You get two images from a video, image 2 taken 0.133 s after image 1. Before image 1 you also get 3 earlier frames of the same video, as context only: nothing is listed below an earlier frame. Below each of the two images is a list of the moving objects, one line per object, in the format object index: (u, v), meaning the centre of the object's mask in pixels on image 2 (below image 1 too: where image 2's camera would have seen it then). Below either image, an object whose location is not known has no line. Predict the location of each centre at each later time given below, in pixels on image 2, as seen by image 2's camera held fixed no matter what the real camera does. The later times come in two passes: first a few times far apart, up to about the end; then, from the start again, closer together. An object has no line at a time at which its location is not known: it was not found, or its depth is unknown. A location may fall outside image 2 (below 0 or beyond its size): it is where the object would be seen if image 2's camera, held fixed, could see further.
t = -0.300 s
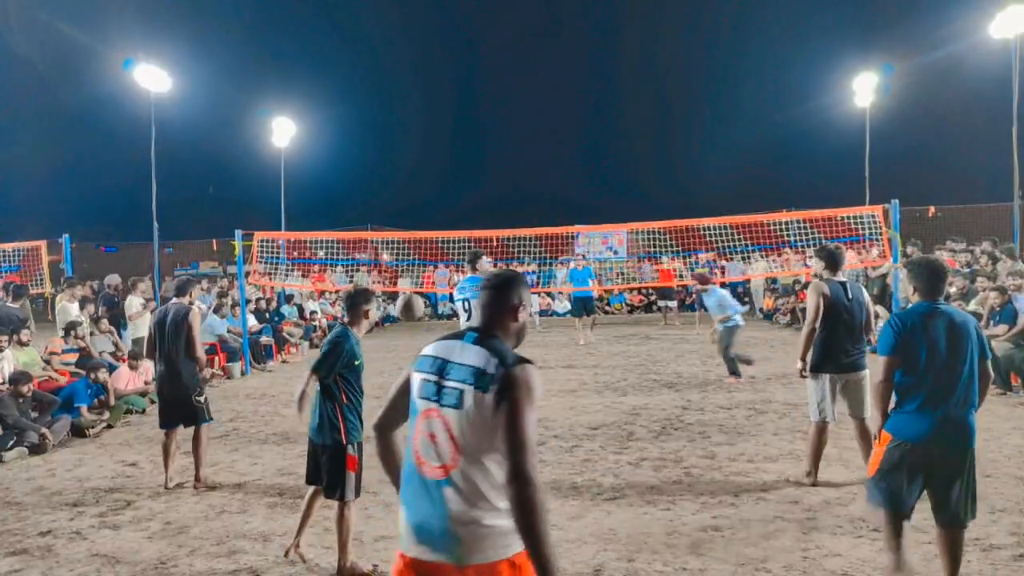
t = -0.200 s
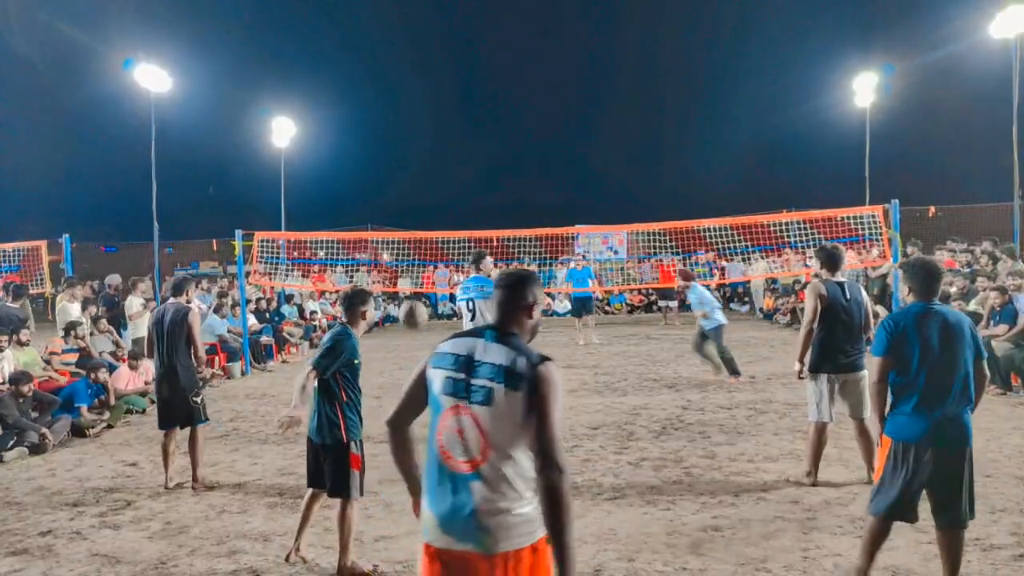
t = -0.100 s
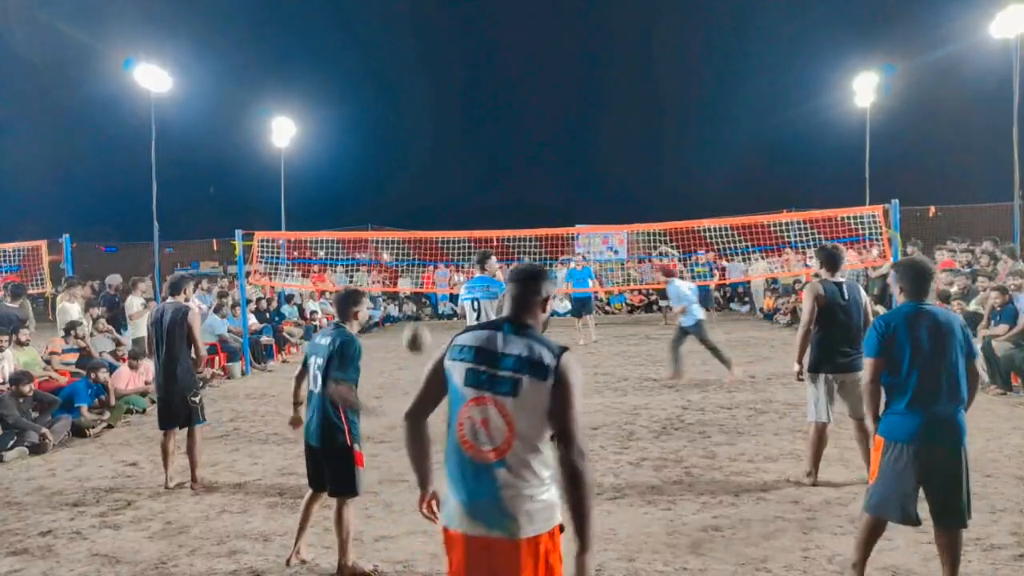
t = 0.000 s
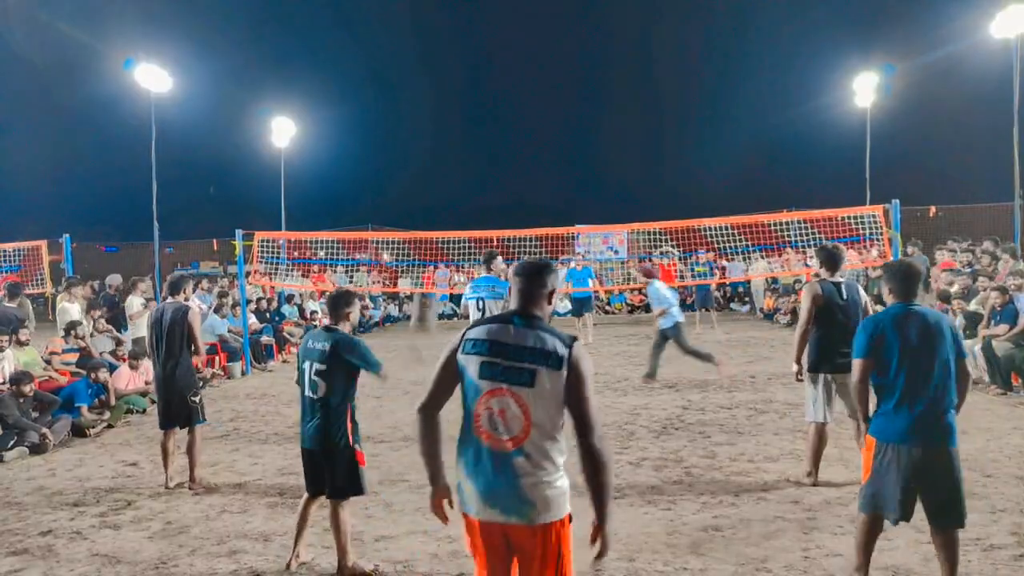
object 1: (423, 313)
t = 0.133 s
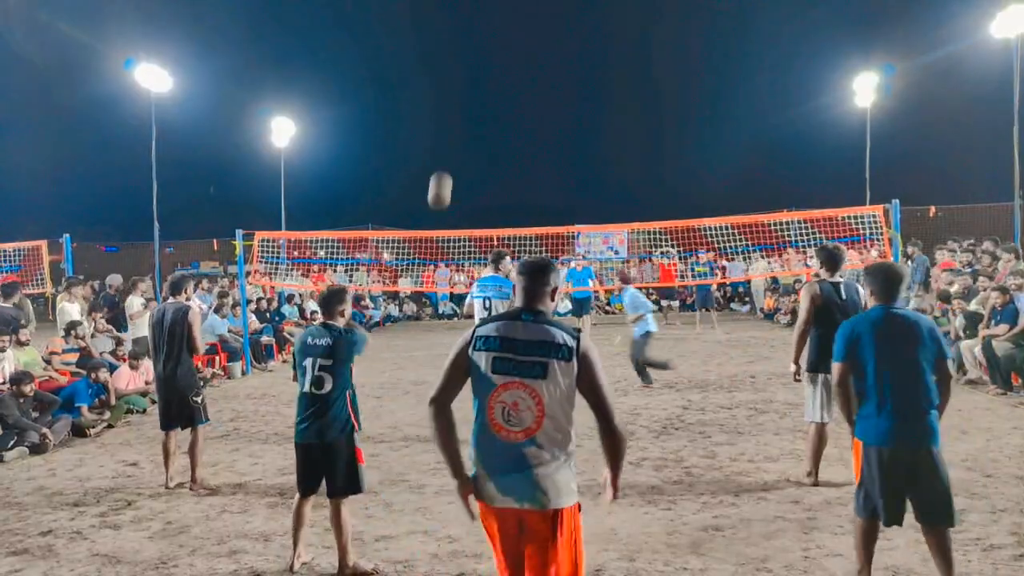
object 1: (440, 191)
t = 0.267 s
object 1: (451, 122)
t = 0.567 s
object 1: (470, 71)
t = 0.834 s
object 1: (483, 92)
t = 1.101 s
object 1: (494, 145)
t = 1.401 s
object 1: (504, 223)
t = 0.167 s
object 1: (443, 170)
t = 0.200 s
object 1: (446, 151)
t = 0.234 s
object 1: (448, 136)
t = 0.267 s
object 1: (451, 122)
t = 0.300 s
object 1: (453, 111)
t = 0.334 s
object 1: (456, 100)
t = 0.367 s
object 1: (458, 92)
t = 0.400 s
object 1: (461, 85)
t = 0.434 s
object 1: (463, 80)
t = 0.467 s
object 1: (465, 77)
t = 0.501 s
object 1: (467, 74)
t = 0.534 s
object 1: (469, 72)
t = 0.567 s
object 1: (470, 71)
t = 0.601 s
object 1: (472, 71)
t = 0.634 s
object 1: (474, 72)
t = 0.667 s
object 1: (476, 73)
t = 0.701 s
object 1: (478, 76)
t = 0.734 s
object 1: (479, 79)
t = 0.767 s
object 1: (480, 83)
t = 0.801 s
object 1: (482, 87)
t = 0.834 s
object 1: (483, 92)
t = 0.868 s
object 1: (485, 97)
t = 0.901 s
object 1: (486, 102)
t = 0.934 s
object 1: (488, 108)
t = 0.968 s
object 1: (489, 115)
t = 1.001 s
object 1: (490, 121)
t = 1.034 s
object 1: (491, 129)
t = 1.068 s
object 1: (492, 137)
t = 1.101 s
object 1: (494, 145)
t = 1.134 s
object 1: (495, 152)
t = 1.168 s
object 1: (496, 160)
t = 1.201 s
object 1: (497, 169)
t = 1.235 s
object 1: (498, 178)
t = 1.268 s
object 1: (499, 187)
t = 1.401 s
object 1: (504, 223)
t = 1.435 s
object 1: (505, 238)
